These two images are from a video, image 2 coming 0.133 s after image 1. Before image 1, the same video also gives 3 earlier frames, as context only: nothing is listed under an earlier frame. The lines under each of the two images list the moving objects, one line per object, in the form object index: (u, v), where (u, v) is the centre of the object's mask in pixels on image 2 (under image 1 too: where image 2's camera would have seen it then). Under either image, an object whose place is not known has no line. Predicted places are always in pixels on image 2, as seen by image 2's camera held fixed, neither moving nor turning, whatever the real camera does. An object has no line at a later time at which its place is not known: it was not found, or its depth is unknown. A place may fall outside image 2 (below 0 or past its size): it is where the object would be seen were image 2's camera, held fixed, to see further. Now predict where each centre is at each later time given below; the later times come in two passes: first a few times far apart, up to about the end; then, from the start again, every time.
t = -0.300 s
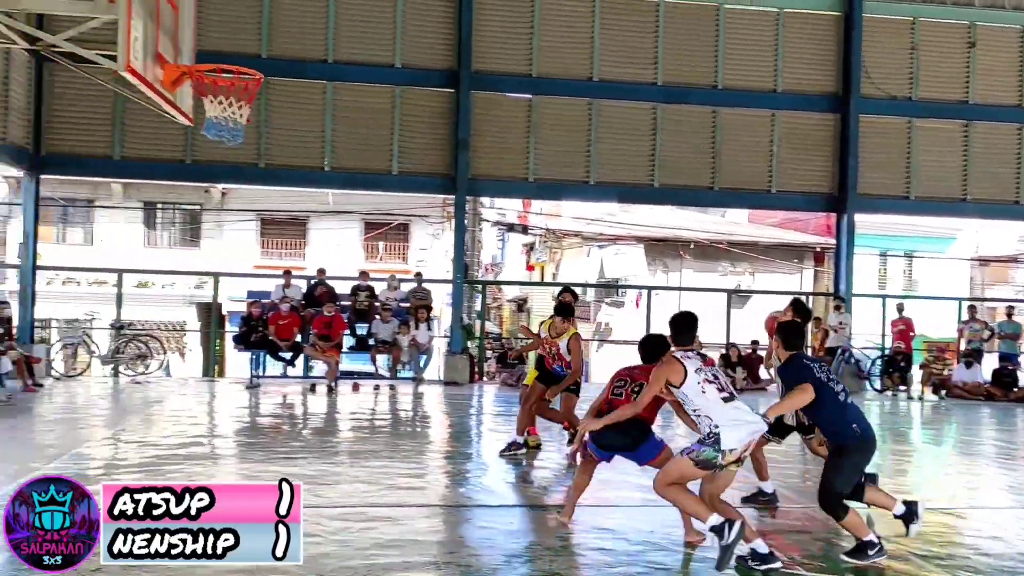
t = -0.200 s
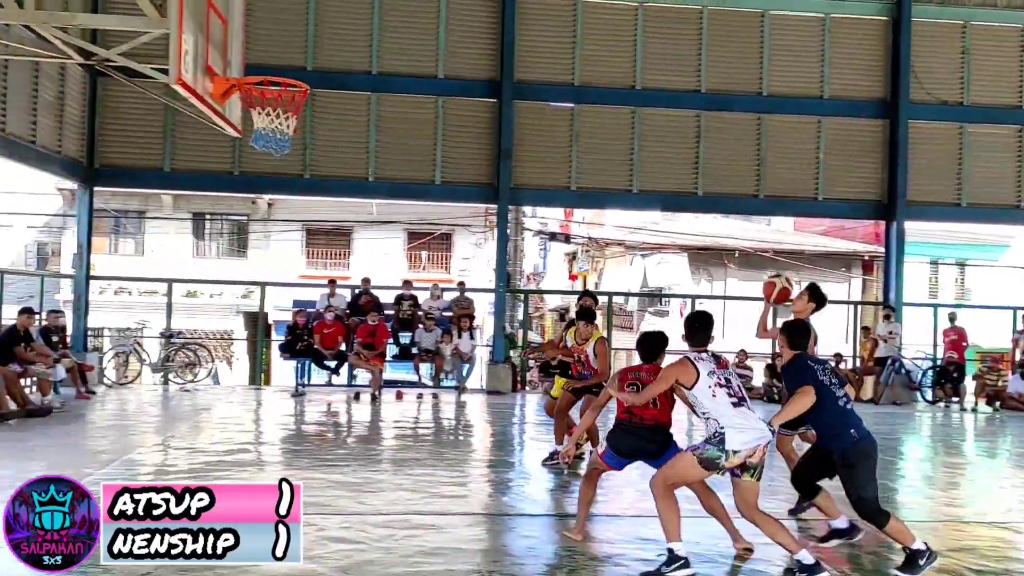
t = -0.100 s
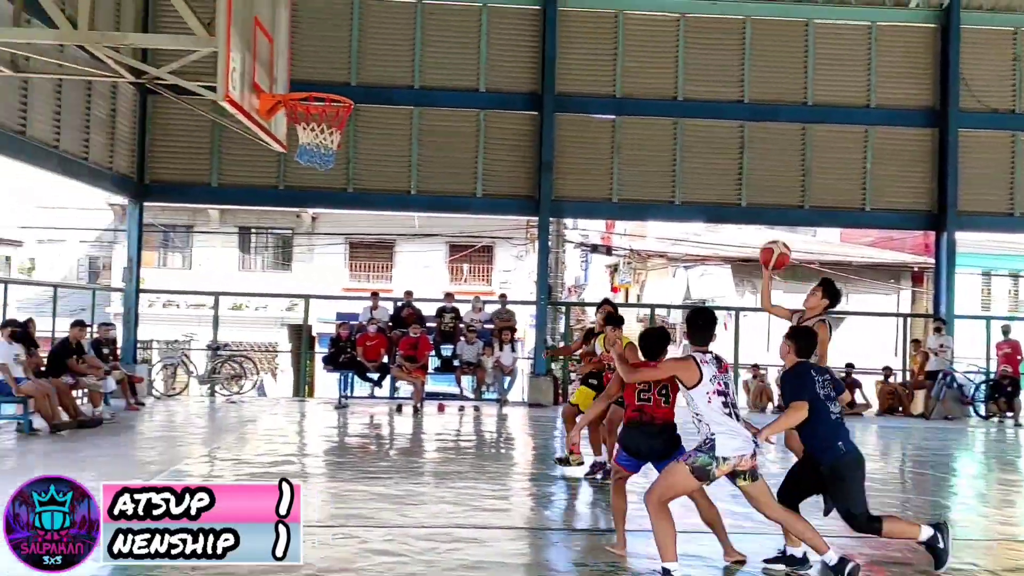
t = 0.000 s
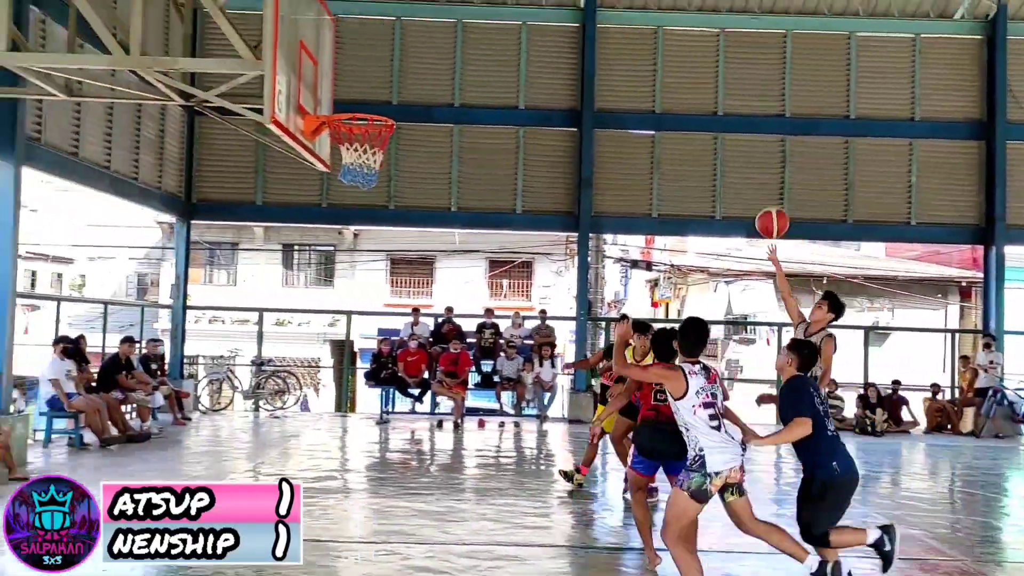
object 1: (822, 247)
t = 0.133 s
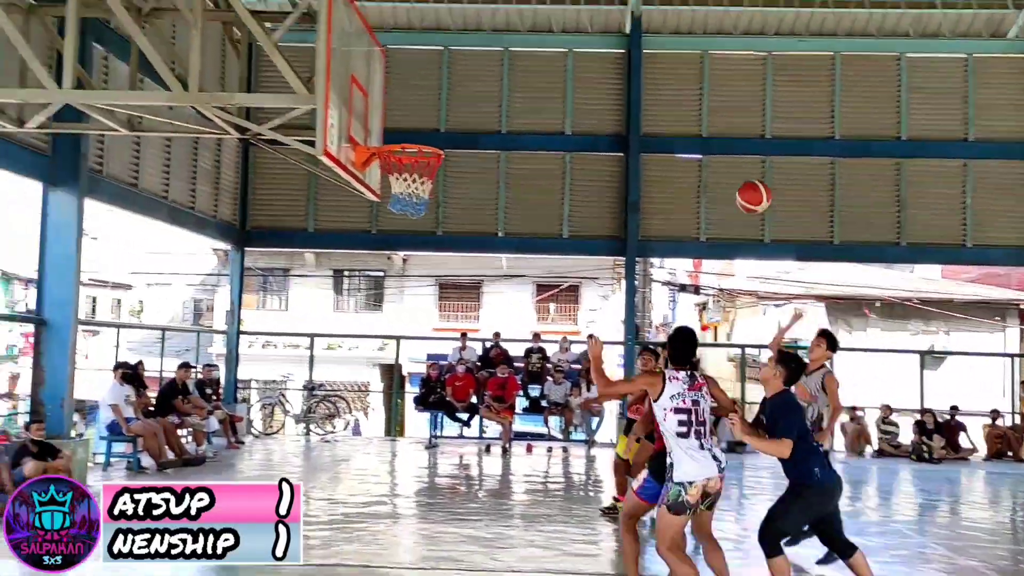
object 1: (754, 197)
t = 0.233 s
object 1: (697, 174)
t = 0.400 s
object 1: (596, 164)
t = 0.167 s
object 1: (736, 188)
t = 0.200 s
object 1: (716, 180)
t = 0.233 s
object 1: (697, 174)
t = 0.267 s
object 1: (678, 169)
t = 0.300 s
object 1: (658, 166)
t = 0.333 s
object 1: (638, 164)
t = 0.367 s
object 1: (617, 163)
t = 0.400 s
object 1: (596, 164)
